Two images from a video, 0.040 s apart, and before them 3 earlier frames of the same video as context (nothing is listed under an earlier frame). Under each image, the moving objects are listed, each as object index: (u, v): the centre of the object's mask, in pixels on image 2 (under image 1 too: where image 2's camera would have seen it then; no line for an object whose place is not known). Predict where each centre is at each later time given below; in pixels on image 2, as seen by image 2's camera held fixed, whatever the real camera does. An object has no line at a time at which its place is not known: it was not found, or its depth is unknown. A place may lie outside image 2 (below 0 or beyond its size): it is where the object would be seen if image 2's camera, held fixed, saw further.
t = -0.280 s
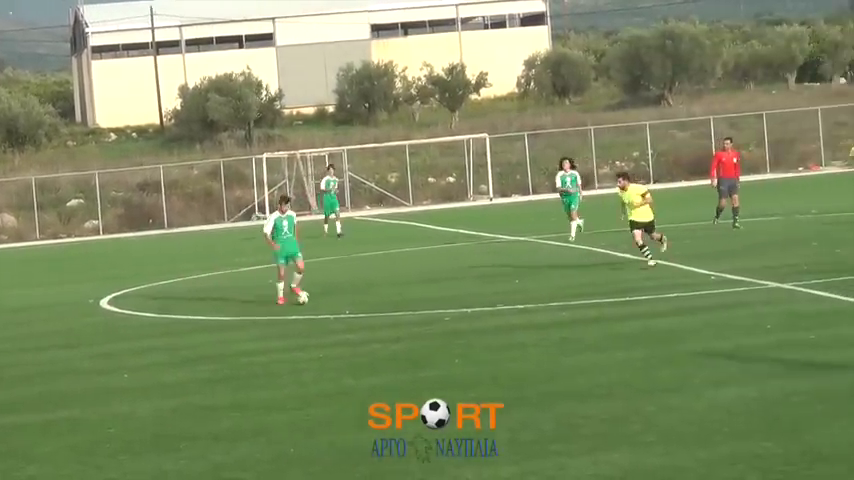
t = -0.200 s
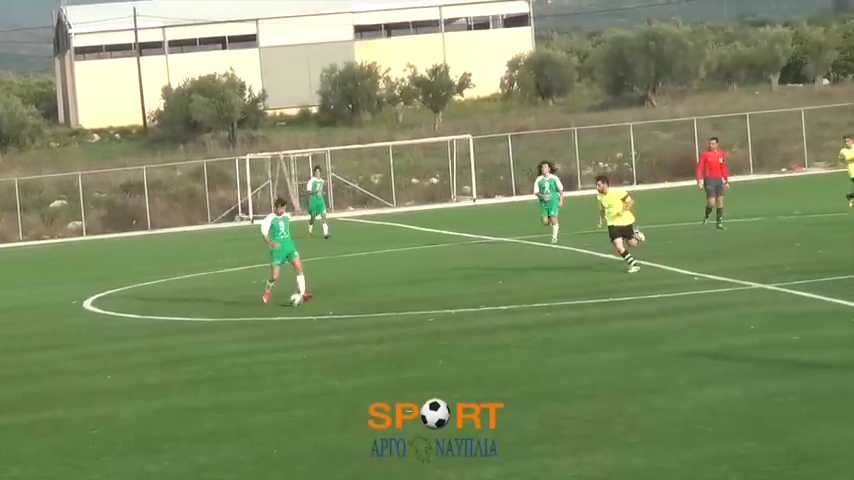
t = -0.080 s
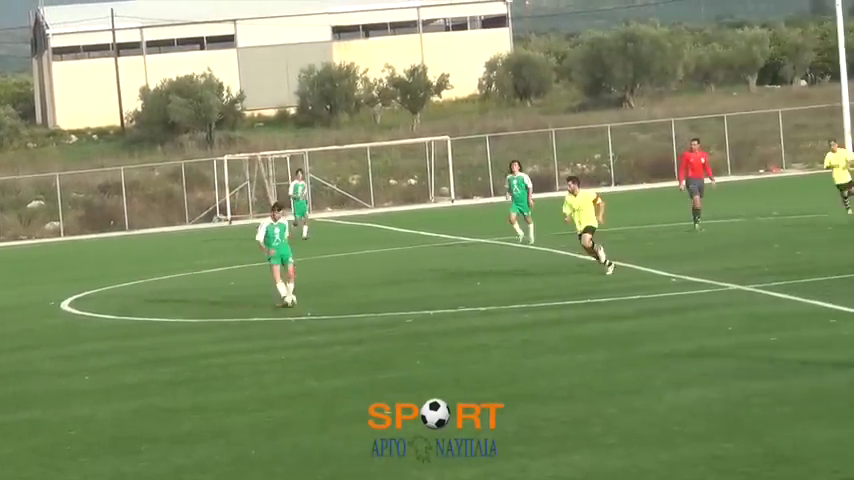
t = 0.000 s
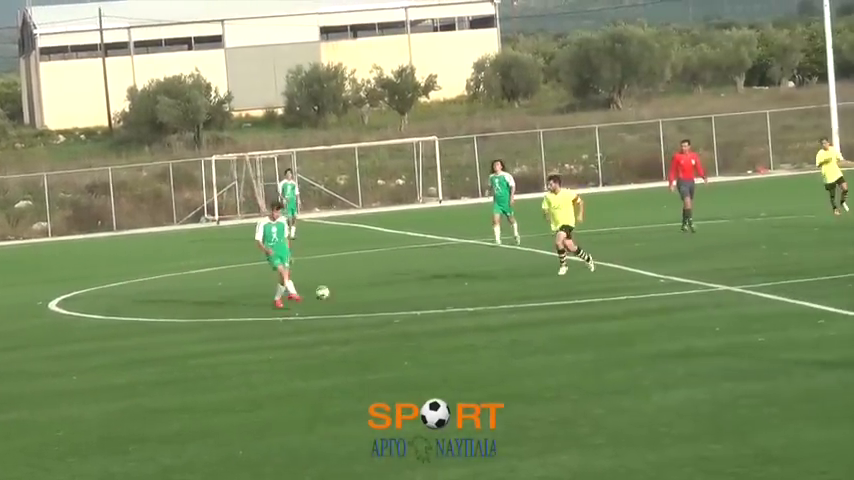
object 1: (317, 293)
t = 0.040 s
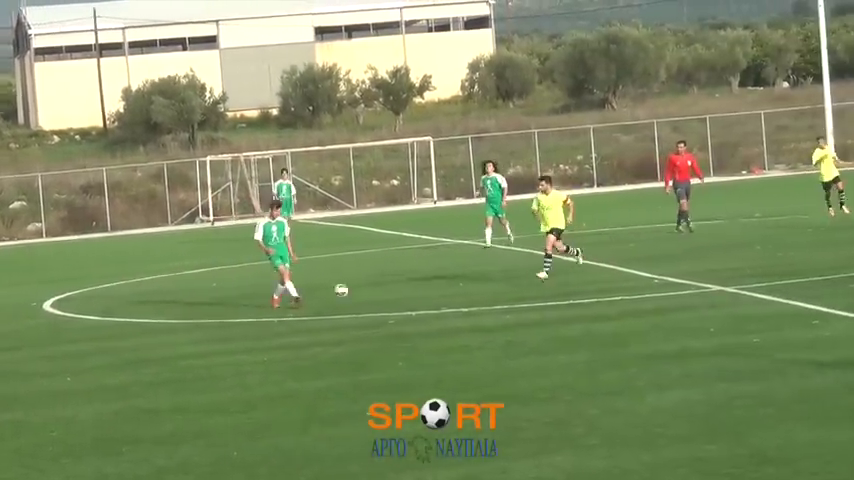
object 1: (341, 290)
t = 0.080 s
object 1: (366, 289)
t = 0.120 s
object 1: (391, 288)
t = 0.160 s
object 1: (416, 289)
